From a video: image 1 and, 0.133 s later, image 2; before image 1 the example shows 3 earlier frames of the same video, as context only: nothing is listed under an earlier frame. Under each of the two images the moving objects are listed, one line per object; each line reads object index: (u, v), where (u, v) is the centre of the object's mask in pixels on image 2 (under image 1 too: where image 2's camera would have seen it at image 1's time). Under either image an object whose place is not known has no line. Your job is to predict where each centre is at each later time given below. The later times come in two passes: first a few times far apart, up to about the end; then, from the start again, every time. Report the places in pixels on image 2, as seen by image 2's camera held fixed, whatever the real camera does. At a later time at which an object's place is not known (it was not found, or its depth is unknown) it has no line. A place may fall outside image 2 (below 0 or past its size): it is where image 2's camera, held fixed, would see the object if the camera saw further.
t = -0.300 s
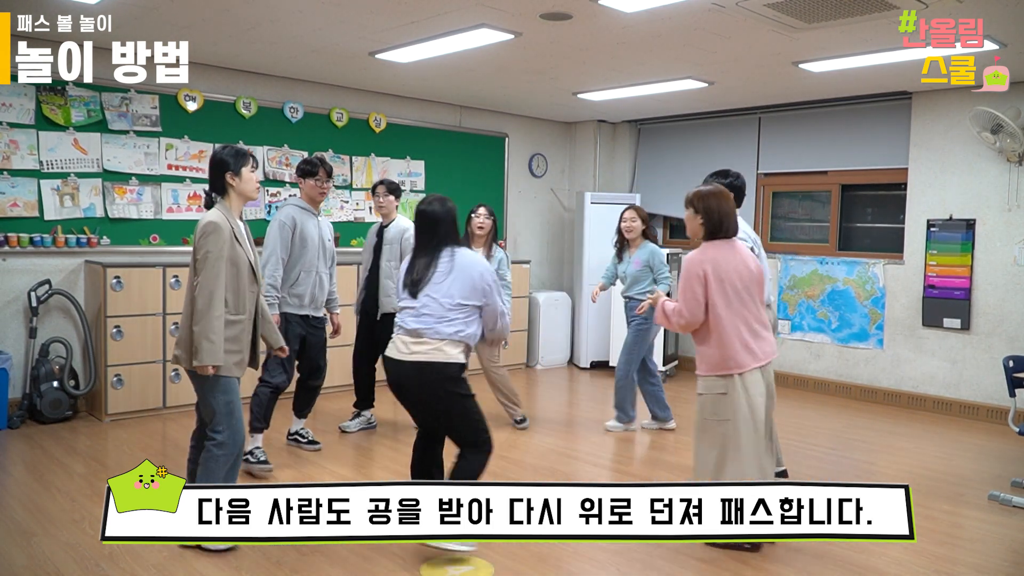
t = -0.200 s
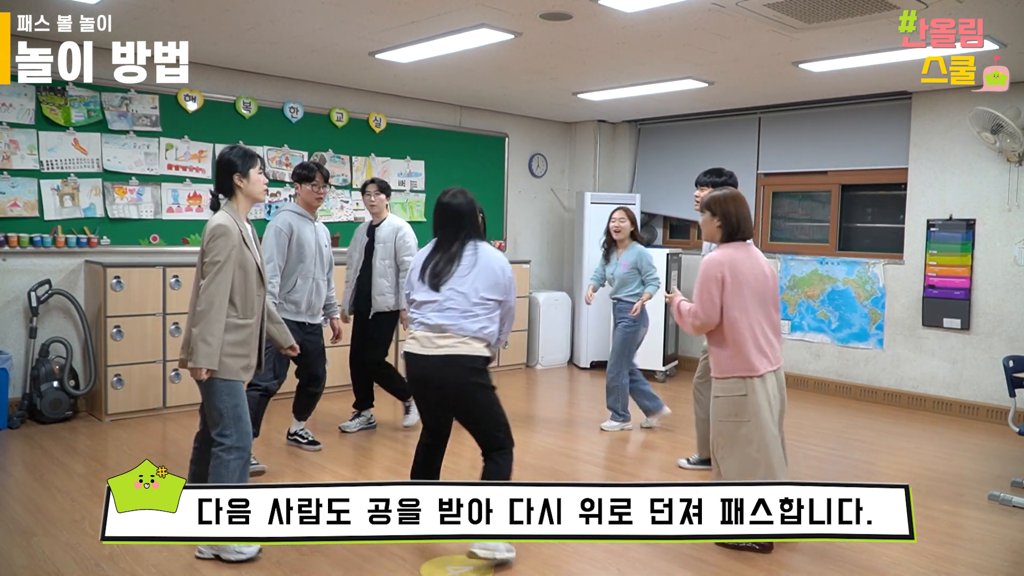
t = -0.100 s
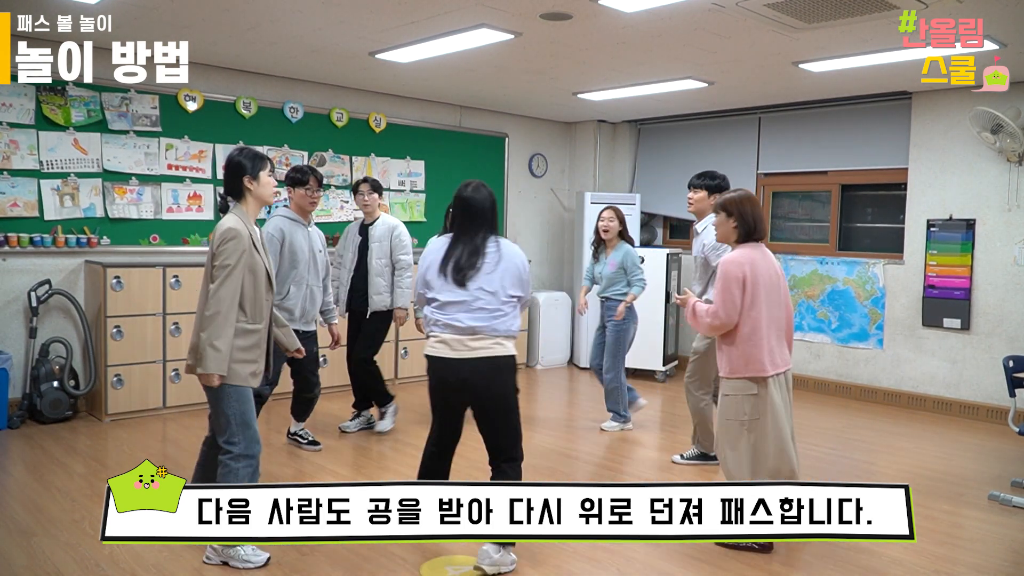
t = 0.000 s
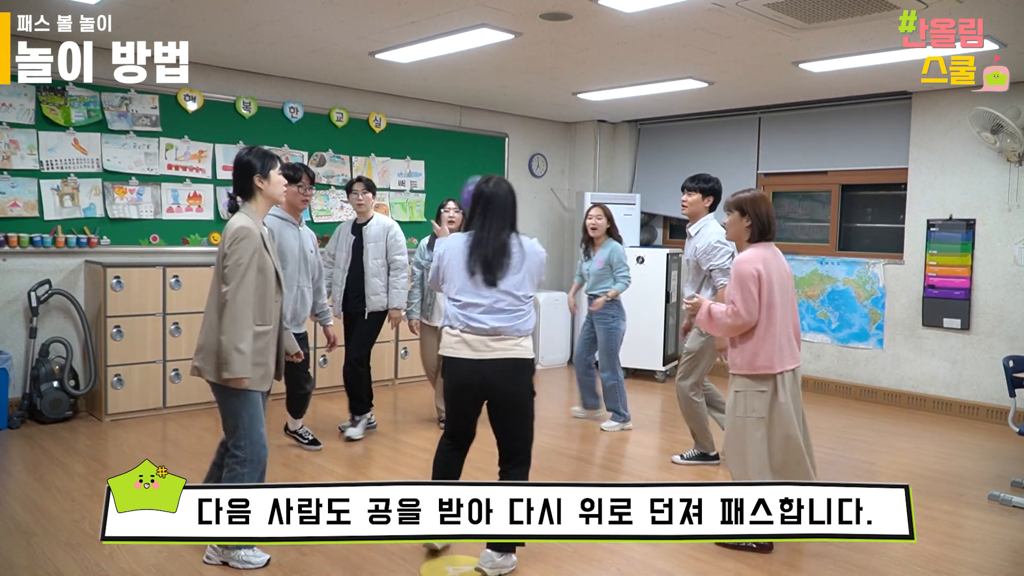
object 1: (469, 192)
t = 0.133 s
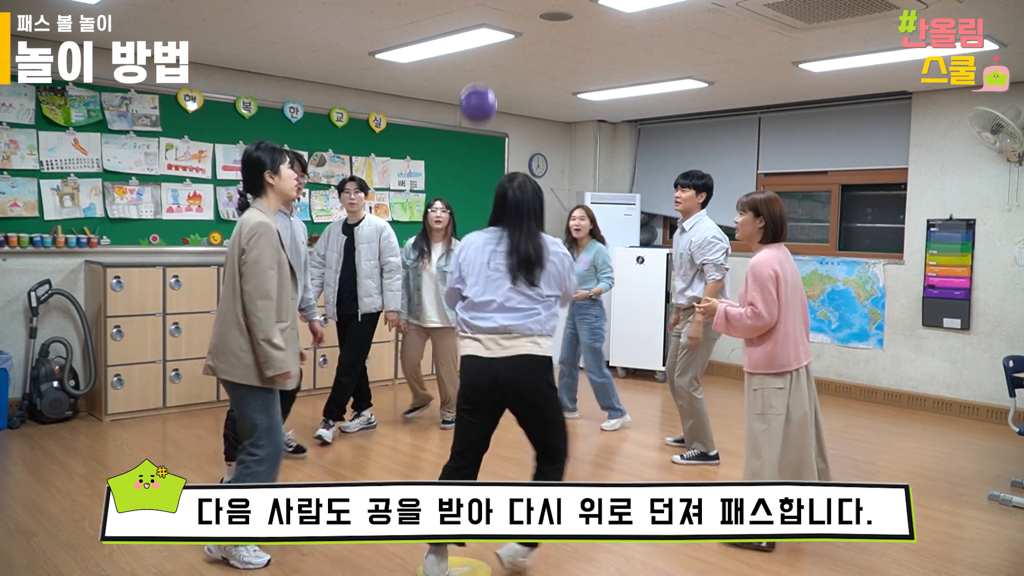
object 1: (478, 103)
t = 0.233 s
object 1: (477, 58)
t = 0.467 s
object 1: (471, 21)
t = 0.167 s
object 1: (478, 85)
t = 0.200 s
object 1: (477, 70)
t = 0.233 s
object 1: (477, 58)
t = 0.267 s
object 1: (476, 45)
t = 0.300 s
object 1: (475, 35)
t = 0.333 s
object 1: (474, 27)
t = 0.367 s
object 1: (473, 22)
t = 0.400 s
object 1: (472, 20)
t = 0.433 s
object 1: (472, 20)
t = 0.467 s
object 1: (471, 21)
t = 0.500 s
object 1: (470, 26)
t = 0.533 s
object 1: (469, 33)
